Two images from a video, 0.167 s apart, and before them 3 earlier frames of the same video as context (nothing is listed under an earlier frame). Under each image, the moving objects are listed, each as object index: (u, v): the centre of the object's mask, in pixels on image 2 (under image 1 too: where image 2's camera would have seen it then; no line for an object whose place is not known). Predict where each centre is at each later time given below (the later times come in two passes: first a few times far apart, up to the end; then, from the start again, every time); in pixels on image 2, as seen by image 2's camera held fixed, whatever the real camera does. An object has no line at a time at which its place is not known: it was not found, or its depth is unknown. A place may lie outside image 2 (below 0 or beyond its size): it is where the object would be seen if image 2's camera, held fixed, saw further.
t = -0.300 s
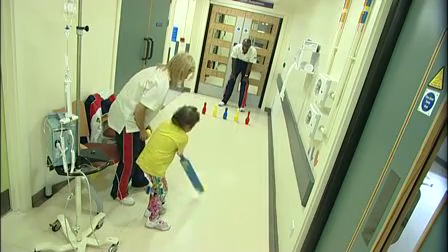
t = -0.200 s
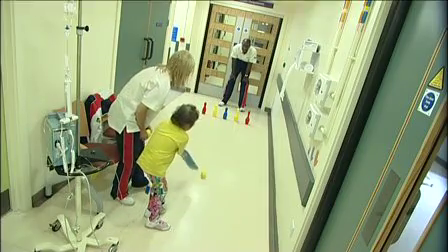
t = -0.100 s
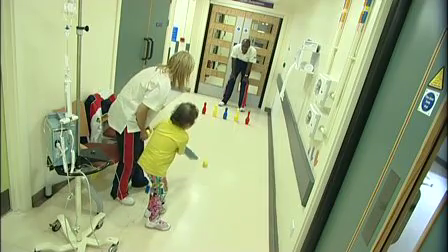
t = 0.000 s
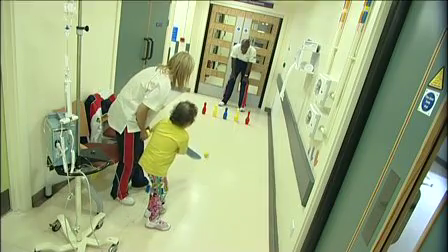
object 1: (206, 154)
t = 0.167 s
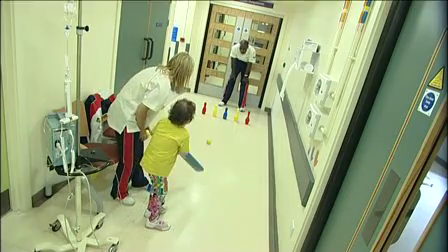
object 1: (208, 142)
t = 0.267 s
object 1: (209, 135)
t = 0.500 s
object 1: (212, 123)
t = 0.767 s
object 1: (214, 116)
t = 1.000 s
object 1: (212, 115)
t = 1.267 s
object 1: (210, 115)
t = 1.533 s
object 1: (209, 115)
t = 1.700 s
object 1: (209, 115)
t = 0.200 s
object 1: (209, 139)
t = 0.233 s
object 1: (209, 137)
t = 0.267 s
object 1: (209, 135)
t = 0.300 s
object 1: (210, 133)
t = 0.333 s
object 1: (210, 131)
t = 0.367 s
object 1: (210, 130)
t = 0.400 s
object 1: (211, 128)
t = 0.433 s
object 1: (211, 126)
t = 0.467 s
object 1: (212, 124)
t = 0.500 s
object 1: (212, 123)
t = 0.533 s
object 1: (212, 121)
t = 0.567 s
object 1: (213, 121)
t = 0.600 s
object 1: (213, 119)
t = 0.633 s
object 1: (214, 116)
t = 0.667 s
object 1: (214, 116)
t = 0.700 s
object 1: (214, 116)
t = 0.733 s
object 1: (214, 116)
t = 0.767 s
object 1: (214, 116)
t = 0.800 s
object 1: (213, 115)
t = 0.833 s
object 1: (213, 115)
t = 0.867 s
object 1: (213, 115)
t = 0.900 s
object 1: (213, 115)
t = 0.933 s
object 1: (213, 115)
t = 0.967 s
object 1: (213, 115)
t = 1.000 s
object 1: (212, 115)
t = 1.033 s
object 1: (212, 115)
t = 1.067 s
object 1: (212, 115)
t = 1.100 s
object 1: (212, 115)
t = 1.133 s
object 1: (212, 115)
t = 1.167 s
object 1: (211, 115)
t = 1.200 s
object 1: (211, 115)
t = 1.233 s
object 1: (210, 115)
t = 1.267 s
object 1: (210, 115)
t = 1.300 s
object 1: (210, 115)
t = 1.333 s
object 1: (210, 115)
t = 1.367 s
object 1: (210, 115)
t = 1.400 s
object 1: (210, 115)
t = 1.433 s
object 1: (210, 115)
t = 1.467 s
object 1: (210, 115)
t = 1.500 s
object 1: (209, 115)
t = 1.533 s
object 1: (209, 115)
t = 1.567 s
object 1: (209, 115)
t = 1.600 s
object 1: (209, 115)
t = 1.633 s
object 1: (209, 115)
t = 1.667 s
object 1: (209, 115)
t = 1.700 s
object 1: (209, 115)
